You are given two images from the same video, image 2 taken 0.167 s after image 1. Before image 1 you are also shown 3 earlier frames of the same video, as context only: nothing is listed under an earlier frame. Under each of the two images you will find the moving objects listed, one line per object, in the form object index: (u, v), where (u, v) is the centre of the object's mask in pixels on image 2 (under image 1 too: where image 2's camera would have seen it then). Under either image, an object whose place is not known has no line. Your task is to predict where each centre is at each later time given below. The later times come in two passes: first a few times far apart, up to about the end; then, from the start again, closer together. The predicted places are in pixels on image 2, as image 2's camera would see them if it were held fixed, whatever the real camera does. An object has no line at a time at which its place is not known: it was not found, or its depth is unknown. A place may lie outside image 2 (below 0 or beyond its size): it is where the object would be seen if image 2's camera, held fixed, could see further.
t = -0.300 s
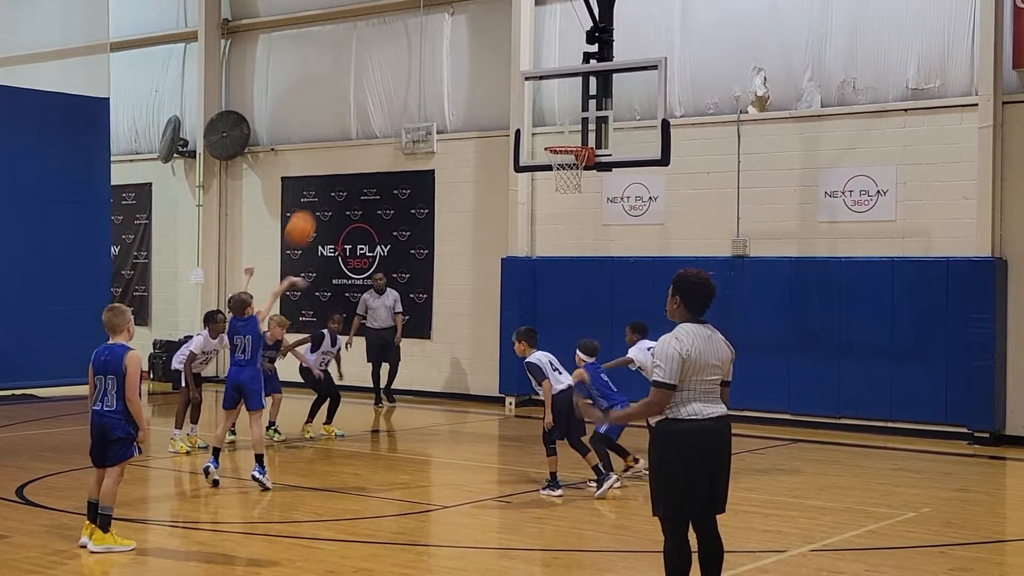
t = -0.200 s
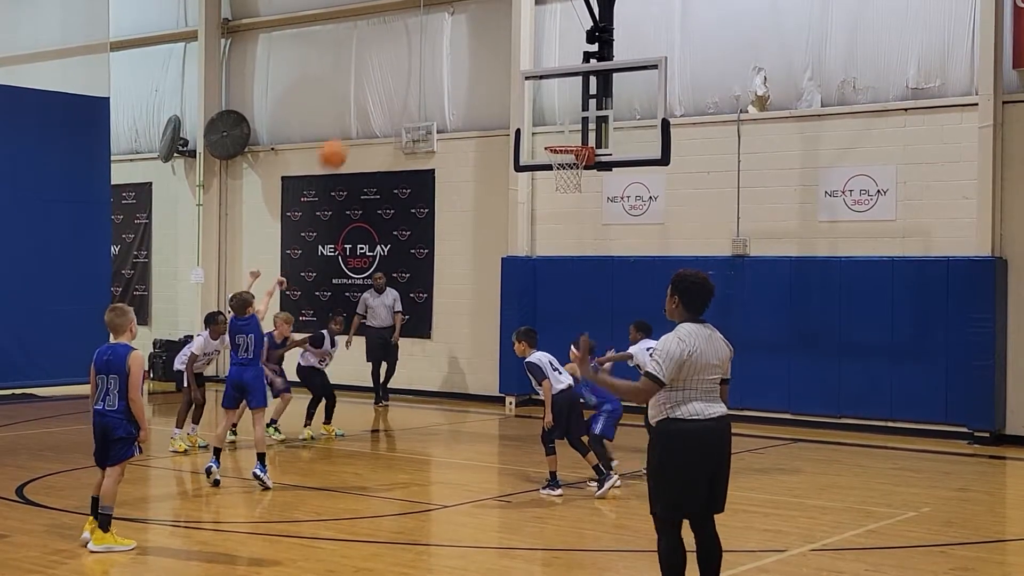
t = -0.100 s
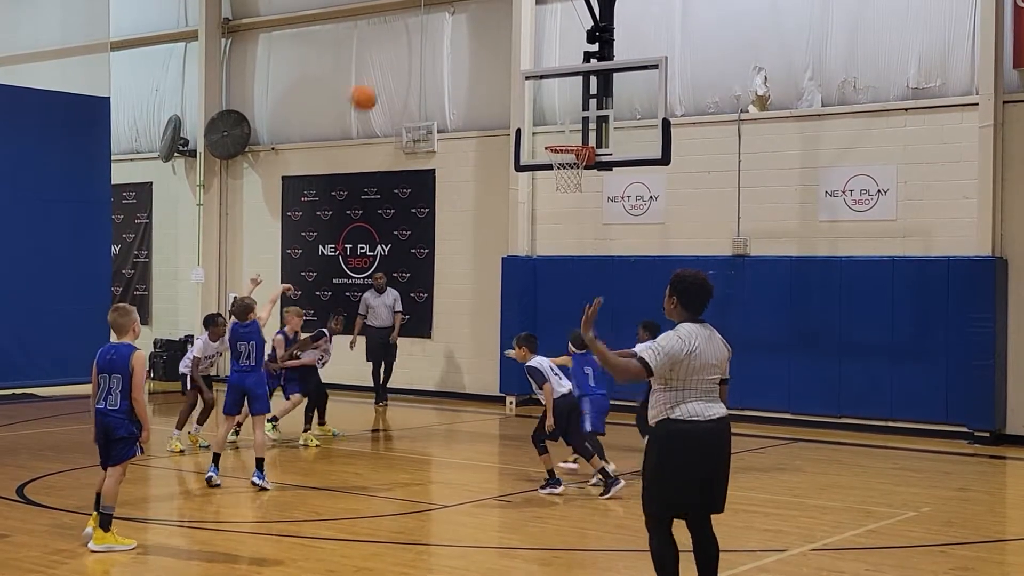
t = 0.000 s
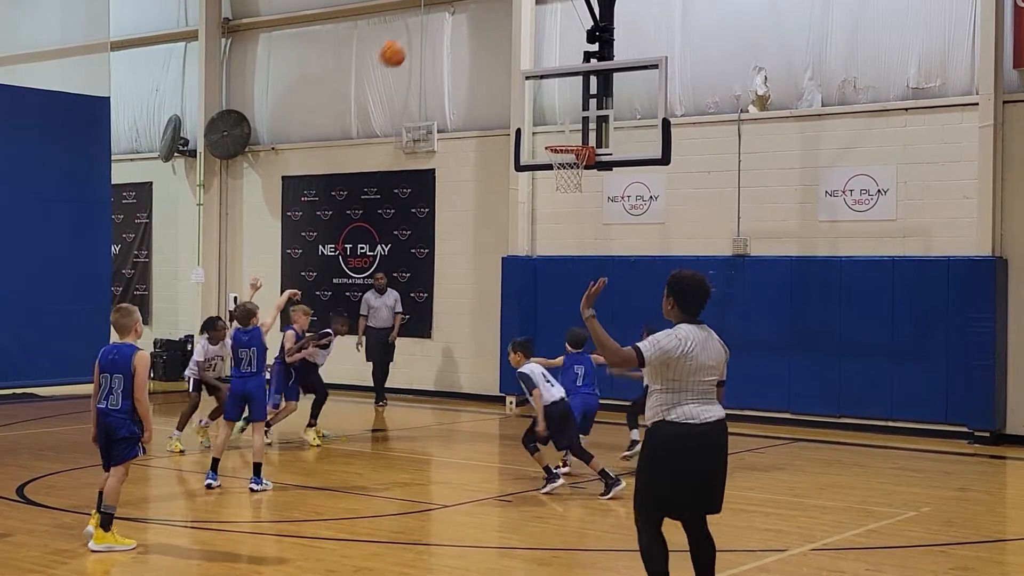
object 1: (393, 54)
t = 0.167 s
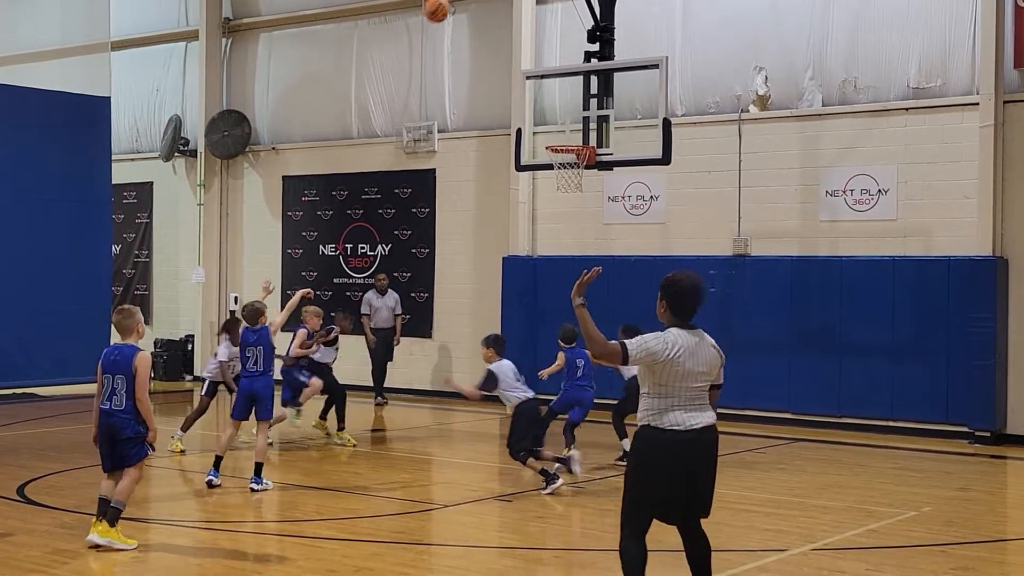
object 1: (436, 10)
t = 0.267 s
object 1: (461, 5)
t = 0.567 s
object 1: (526, 29)
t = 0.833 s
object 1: (577, 124)
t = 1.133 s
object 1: (628, 89)
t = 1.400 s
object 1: (673, 110)
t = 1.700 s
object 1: (721, 216)
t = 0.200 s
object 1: (444, 8)
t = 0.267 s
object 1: (461, 5)
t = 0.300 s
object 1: (469, 5)
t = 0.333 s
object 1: (476, 5)
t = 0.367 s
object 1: (483, 5)
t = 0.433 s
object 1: (499, 8)
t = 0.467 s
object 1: (506, 10)
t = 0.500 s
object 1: (512, 15)
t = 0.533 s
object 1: (520, 22)
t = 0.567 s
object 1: (526, 29)
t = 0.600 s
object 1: (533, 38)
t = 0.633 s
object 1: (540, 48)
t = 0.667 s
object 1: (546, 58)
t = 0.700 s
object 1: (553, 69)
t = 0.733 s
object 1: (559, 82)
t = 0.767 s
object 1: (565, 95)
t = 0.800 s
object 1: (571, 110)
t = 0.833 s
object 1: (577, 124)
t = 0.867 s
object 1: (583, 135)
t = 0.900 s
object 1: (589, 125)
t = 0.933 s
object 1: (594, 117)
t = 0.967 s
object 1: (600, 110)
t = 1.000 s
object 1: (606, 104)
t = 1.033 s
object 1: (611, 98)
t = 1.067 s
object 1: (617, 94)
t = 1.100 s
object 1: (622, 91)
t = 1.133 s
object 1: (628, 89)
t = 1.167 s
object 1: (634, 88)
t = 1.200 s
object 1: (639, 88)
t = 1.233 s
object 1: (645, 89)
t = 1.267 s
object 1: (650, 91)
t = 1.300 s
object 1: (655, 94)
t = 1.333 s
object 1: (661, 98)
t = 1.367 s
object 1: (667, 104)
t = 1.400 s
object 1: (673, 110)
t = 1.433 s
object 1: (678, 117)
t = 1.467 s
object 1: (683, 126)
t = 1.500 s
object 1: (689, 135)
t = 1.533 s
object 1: (694, 147)
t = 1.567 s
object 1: (699, 158)
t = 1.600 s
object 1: (705, 171)
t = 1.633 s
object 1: (710, 184)
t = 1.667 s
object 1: (715, 199)
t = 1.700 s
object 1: (721, 216)
